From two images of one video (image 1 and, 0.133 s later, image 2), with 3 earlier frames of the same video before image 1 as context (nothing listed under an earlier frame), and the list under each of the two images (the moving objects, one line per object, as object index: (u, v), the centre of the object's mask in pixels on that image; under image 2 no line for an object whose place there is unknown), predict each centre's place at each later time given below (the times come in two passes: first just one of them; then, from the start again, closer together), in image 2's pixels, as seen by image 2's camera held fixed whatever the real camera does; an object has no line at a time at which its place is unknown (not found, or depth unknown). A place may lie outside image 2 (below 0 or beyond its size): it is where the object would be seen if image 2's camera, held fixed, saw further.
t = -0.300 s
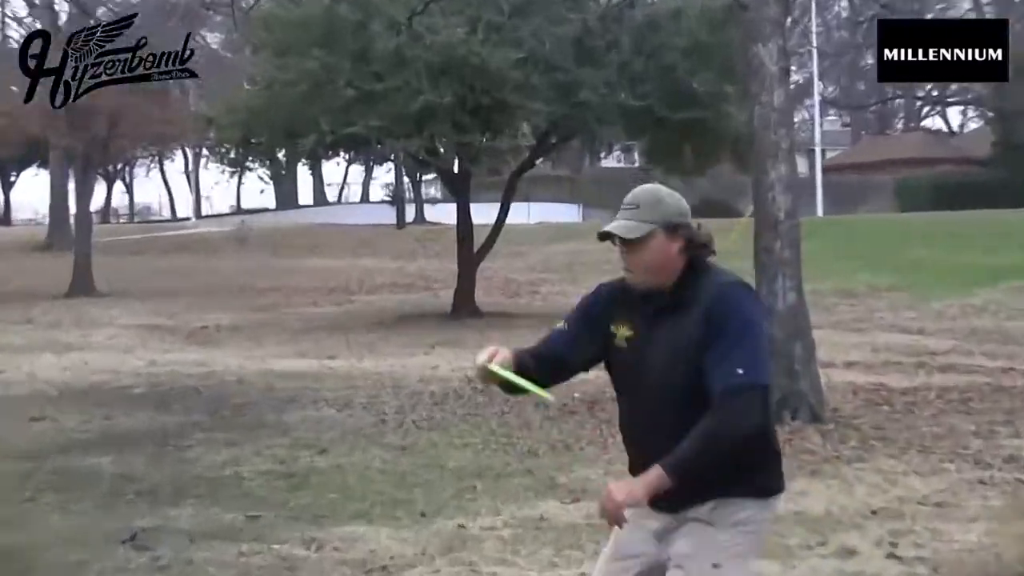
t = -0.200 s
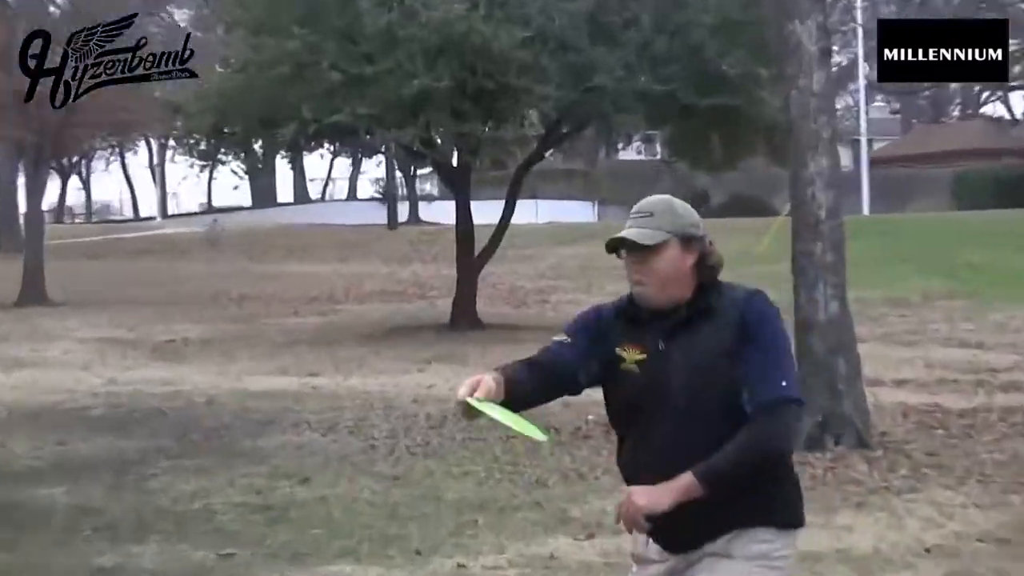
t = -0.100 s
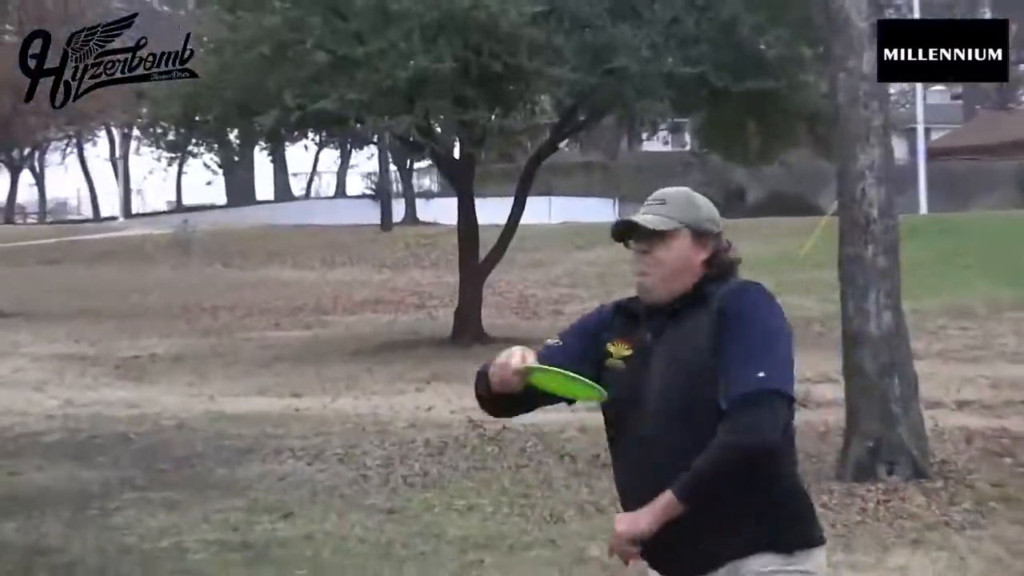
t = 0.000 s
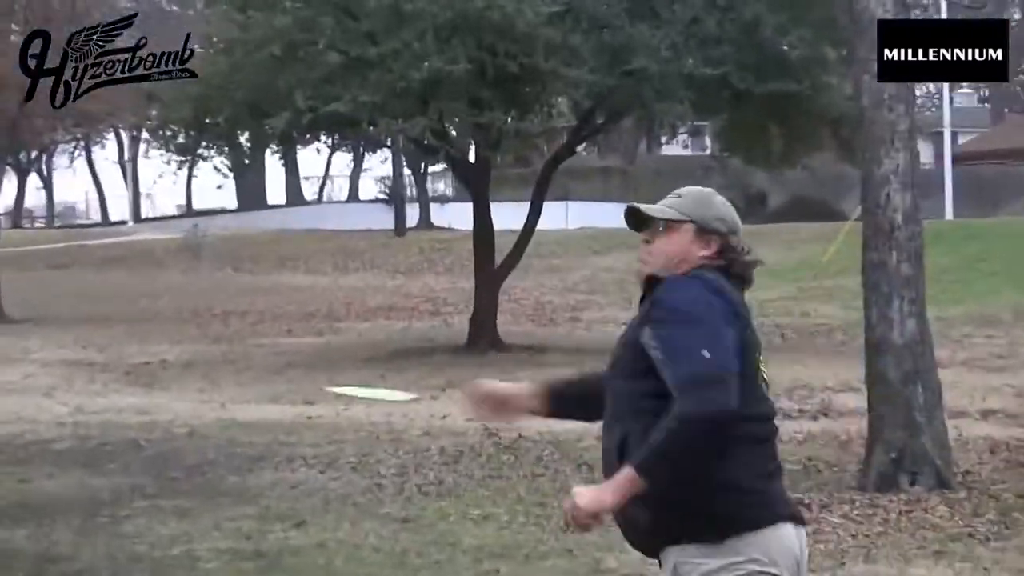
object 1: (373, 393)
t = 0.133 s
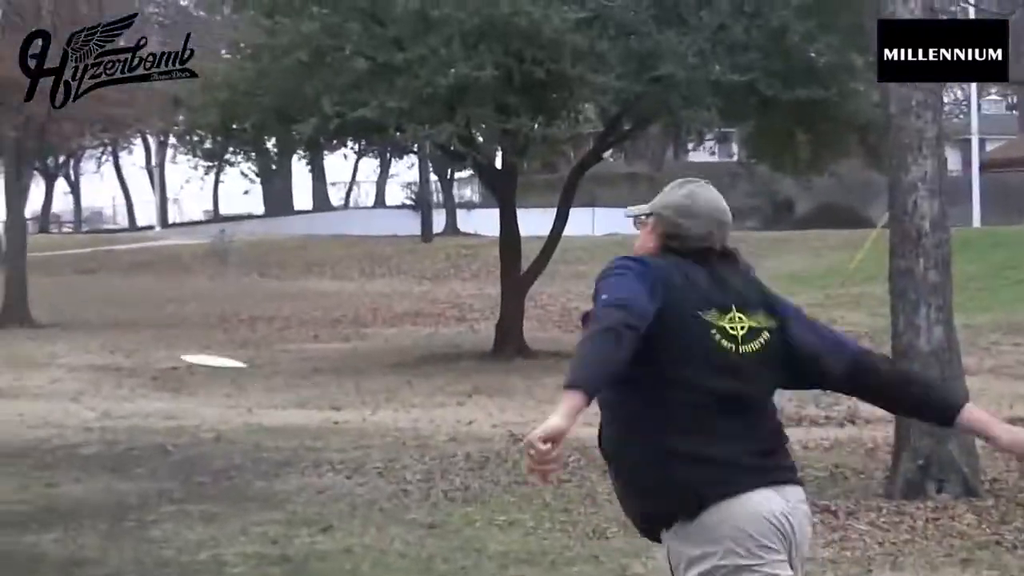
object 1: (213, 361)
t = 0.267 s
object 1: (121, 306)
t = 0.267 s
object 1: (121, 306)
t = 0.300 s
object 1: (106, 295)
